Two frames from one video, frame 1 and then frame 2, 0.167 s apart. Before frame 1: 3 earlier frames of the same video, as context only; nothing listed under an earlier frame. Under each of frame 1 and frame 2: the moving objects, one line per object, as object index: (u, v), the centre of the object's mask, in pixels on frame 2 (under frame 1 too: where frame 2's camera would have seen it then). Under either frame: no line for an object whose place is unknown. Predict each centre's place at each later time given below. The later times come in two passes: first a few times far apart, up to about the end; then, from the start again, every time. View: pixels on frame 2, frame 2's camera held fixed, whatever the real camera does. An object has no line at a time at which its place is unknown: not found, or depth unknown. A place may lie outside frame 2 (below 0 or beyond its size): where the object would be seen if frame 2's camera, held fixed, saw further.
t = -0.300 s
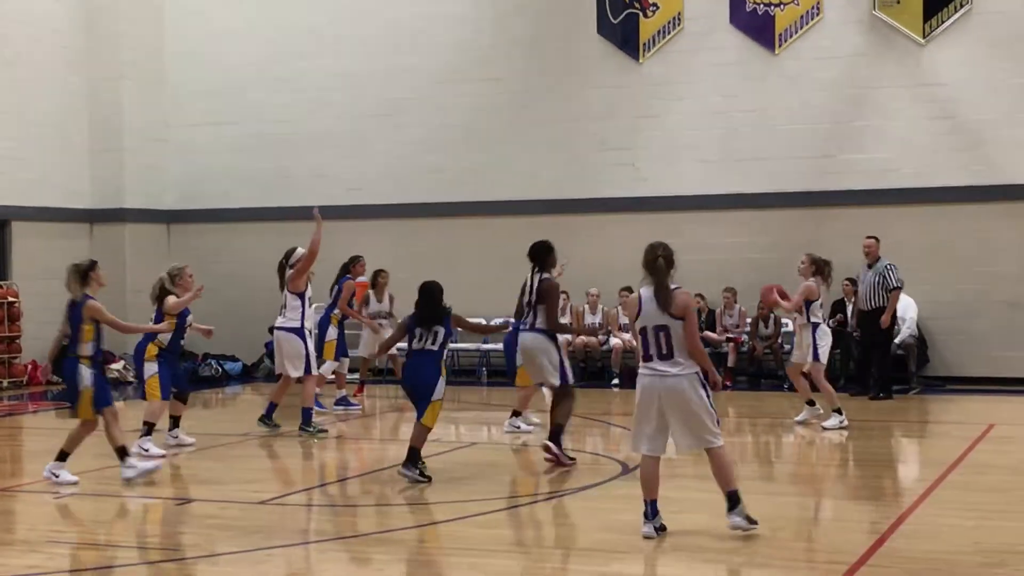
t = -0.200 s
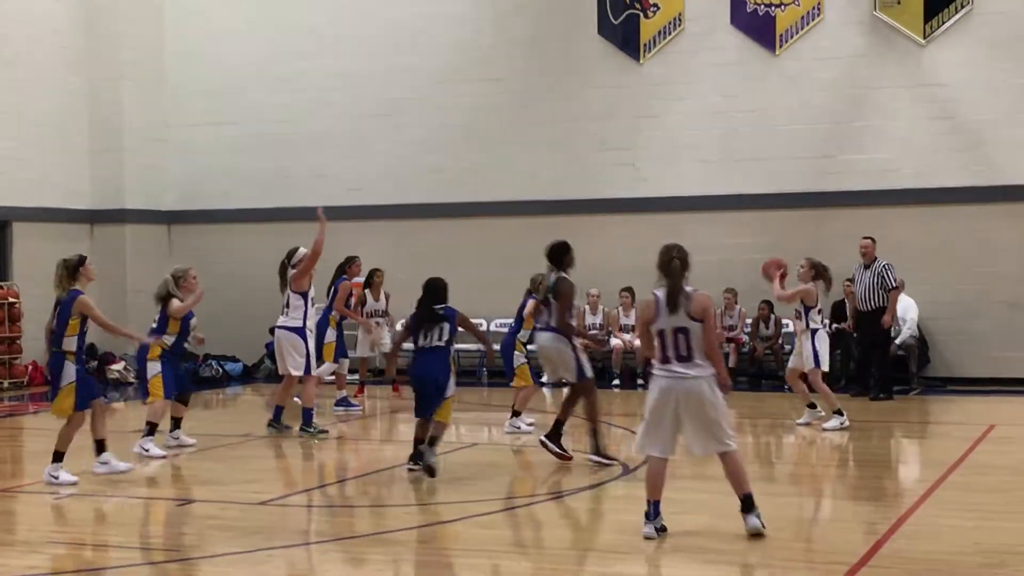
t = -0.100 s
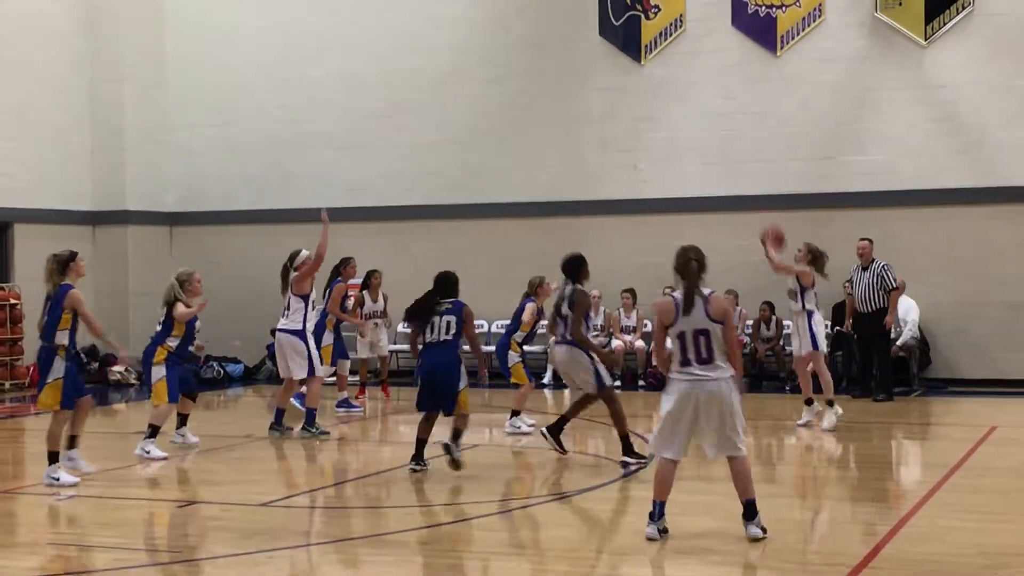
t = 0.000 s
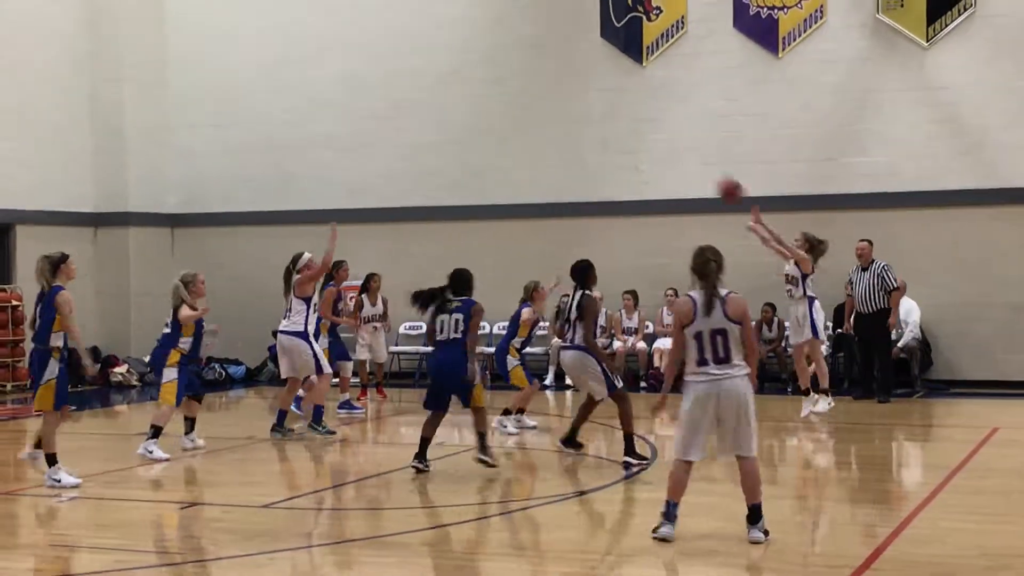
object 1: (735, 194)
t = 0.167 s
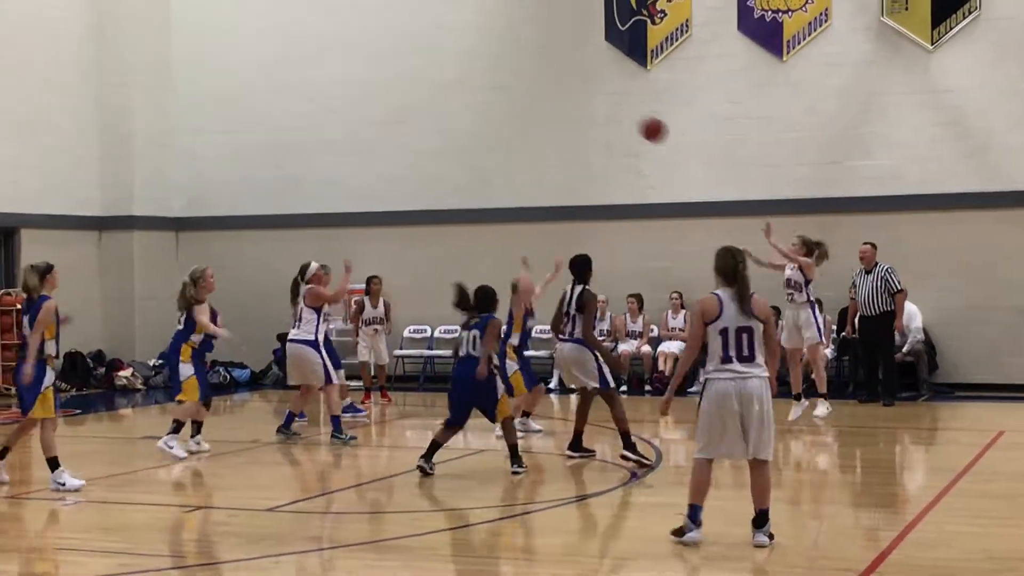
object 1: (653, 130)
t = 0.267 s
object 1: (603, 104)
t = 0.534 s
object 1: (476, 88)
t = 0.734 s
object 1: (384, 125)
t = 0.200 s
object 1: (636, 120)
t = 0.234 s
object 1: (620, 111)
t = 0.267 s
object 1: (603, 104)
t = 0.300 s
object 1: (587, 98)
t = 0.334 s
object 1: (571, 93)
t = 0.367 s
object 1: (556, 90)
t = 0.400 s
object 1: (540, 87)
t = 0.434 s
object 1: (524, 86)
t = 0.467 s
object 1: (508, 86)
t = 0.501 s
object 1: (492, 86)
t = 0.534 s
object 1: (476, 88)
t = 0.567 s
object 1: (460, 92)
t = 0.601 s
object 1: (445, 96)
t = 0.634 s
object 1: (430, 101)
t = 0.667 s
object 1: (415, 107)
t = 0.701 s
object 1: (399, 114)
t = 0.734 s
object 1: (384, 125)
